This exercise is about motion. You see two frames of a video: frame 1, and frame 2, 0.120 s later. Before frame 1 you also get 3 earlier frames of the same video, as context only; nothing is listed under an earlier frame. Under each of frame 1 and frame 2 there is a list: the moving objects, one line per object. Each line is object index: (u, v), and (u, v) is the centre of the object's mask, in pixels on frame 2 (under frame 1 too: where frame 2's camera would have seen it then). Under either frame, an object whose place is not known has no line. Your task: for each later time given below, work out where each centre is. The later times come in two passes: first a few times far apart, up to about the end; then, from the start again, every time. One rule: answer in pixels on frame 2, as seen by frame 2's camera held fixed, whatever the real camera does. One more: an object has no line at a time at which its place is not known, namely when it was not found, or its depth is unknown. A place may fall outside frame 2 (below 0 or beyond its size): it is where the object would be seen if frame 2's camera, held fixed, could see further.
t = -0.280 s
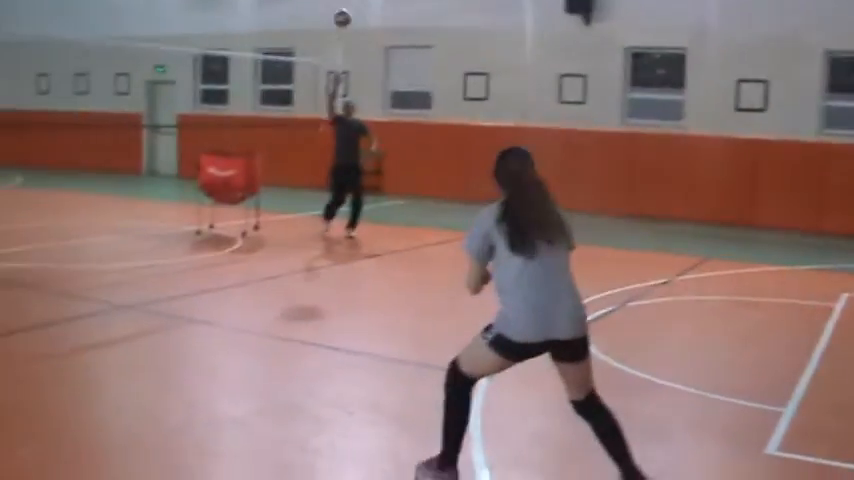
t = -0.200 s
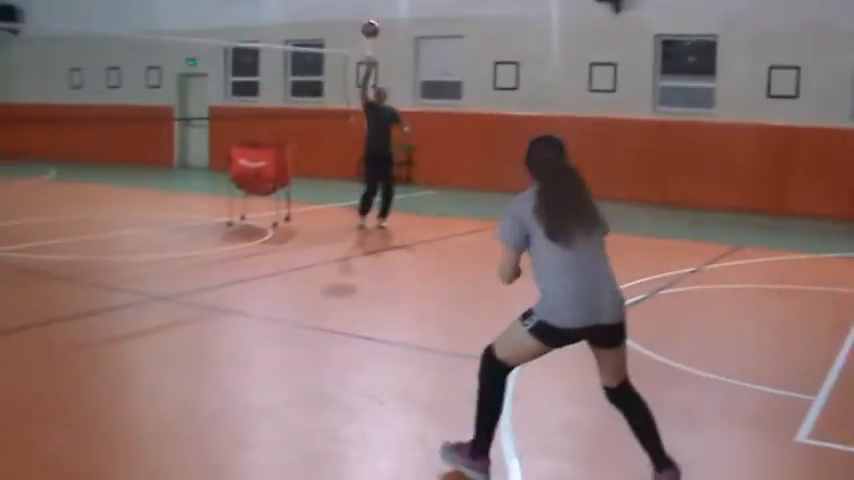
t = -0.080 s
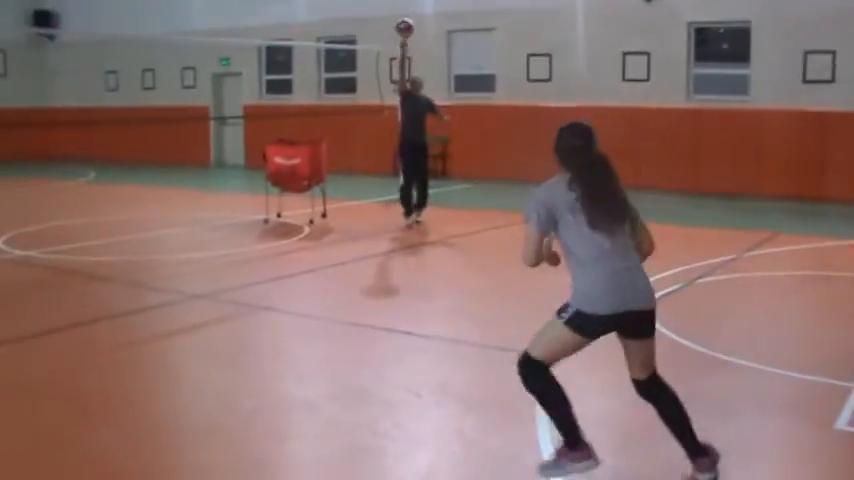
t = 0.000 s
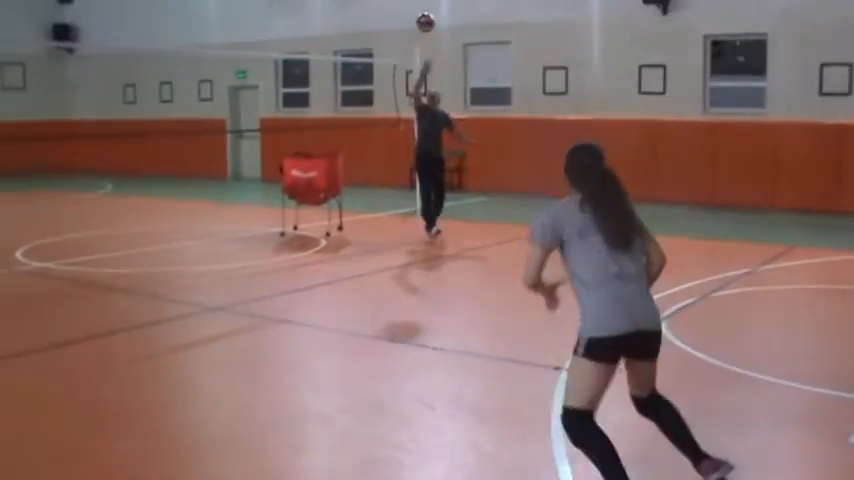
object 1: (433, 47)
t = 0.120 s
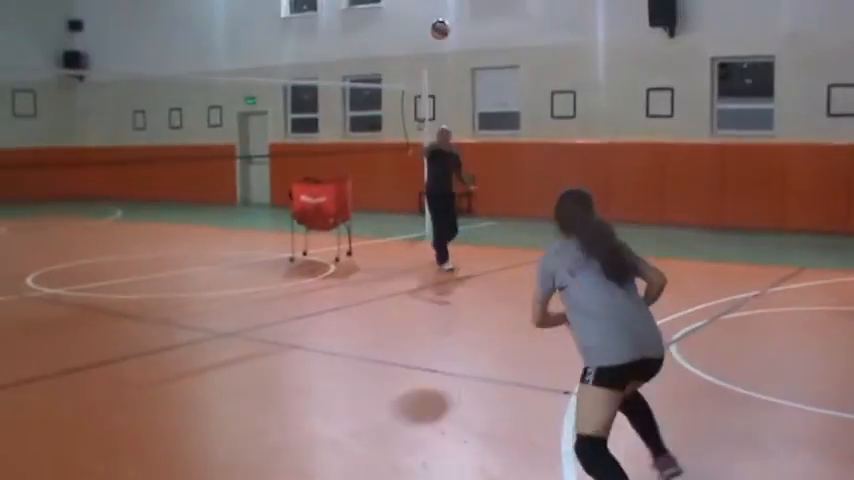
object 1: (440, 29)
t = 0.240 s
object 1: (448, 24)
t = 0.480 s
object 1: (466, 58)
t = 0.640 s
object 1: (478, 120)
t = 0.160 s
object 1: (443, 26)
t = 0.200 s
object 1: (445, 24)
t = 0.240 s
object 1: (448, 24)
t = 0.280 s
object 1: (451, 25)
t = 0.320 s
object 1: (454, 29)
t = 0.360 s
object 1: (456, 34)
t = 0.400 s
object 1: (460, 40)
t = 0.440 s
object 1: (463, 48)
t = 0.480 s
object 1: (466, 58)
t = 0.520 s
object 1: (469, 70)
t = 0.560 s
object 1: (473, 84)
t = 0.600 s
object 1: (476, 101)
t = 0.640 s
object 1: (478, 120)
